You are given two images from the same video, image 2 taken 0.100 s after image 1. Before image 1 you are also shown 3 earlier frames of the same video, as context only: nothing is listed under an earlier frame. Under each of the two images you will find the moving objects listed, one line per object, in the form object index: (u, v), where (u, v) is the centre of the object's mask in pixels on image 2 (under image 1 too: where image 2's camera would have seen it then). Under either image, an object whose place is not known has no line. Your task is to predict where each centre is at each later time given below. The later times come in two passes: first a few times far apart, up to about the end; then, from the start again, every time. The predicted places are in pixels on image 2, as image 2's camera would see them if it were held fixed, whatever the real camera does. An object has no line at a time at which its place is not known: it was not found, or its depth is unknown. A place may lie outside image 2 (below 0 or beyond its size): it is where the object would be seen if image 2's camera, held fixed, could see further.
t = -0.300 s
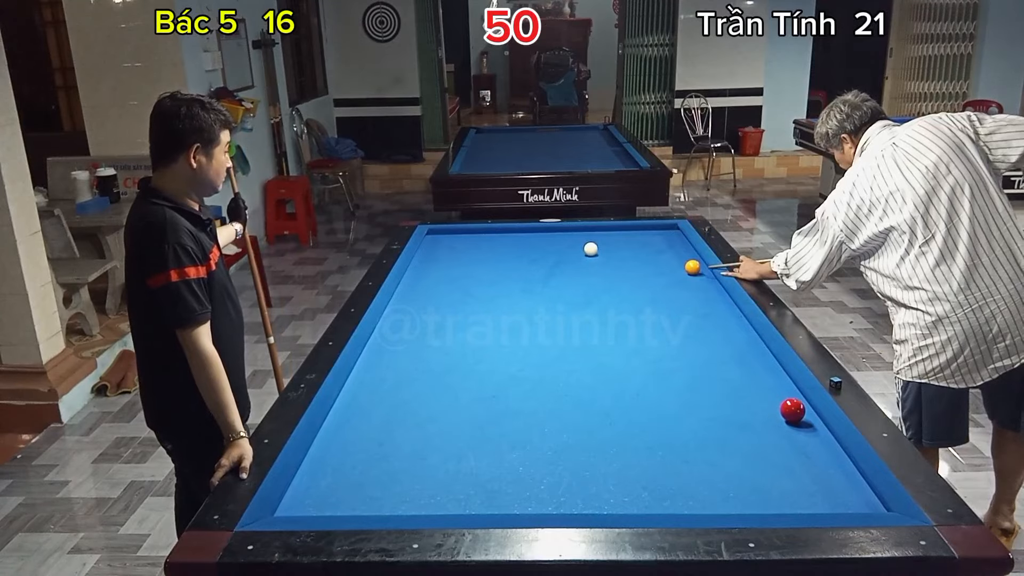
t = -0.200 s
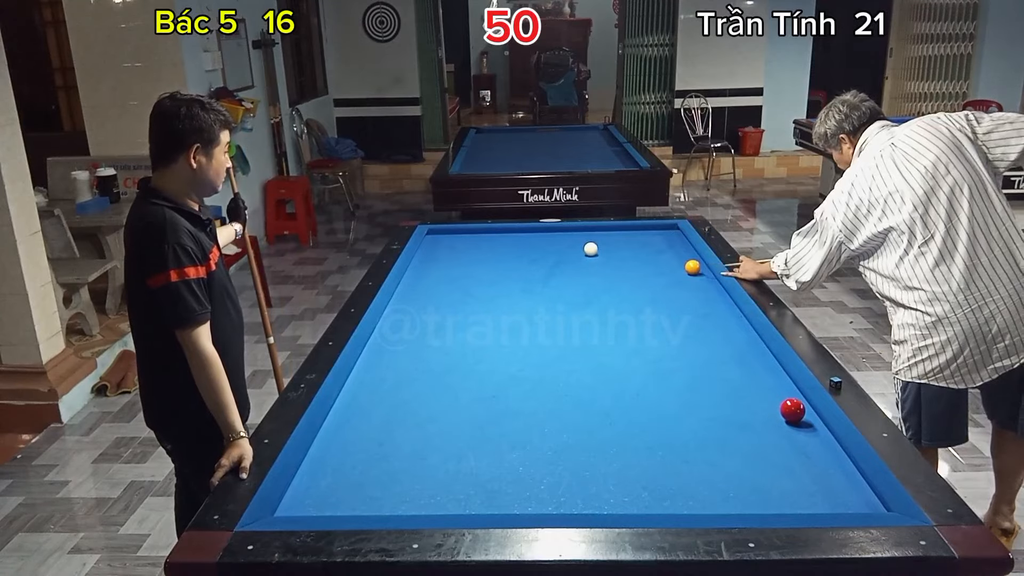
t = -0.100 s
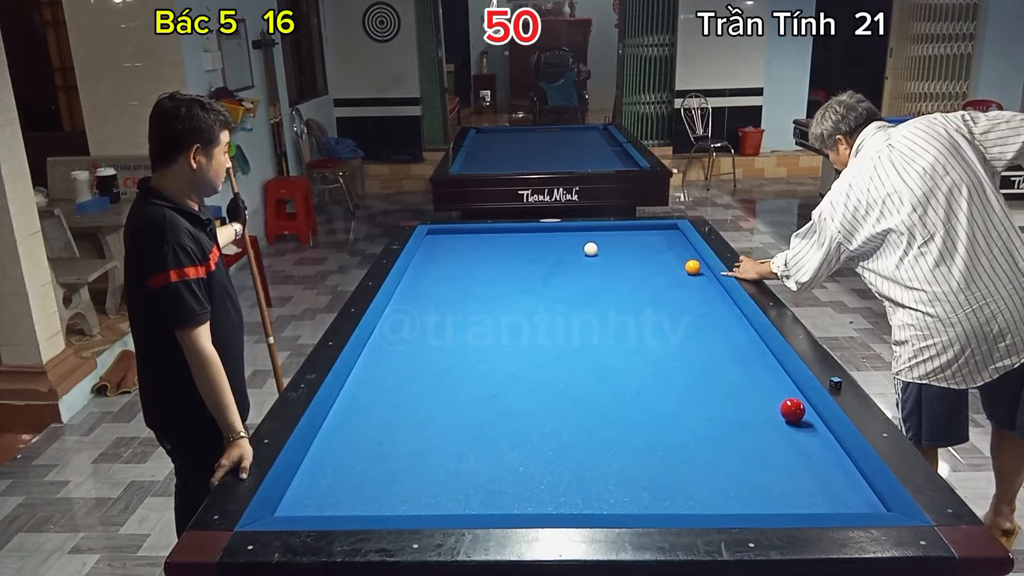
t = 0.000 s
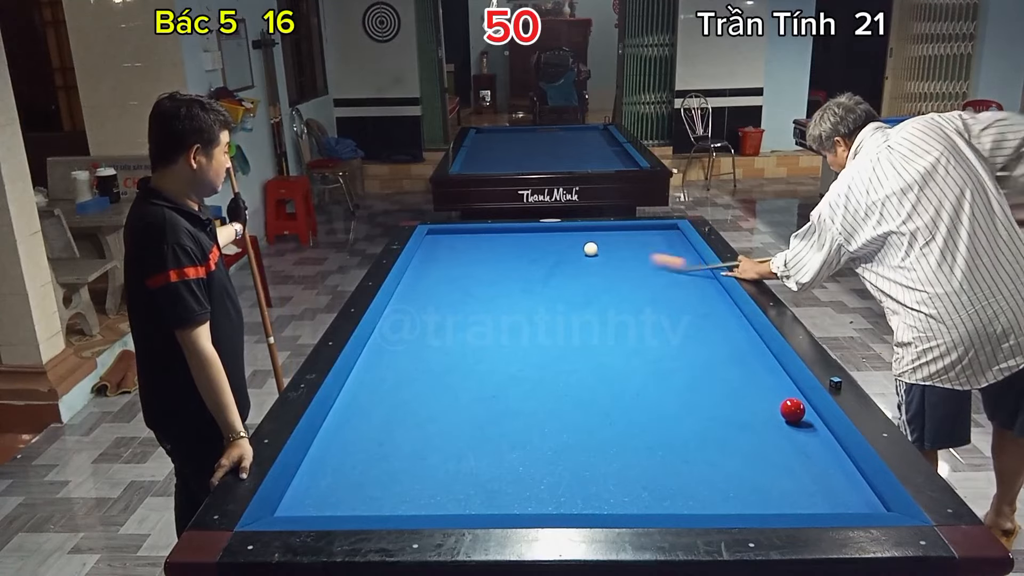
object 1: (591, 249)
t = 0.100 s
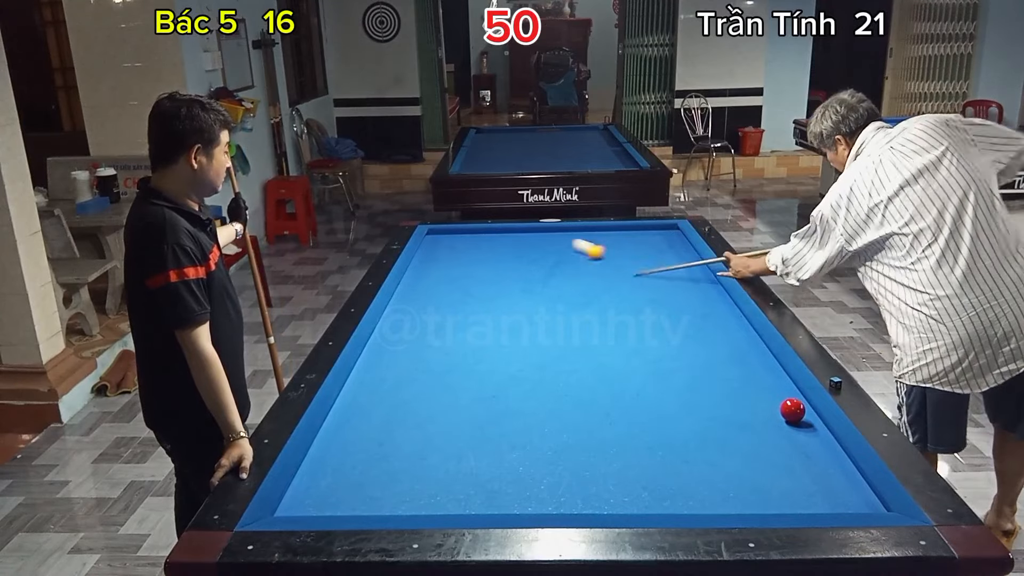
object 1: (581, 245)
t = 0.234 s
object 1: (531, 229)
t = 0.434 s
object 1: (494, 248)
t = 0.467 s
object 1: (488, 252)
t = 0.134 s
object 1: (569, 241)
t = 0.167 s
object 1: (555, 237)
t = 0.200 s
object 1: (542, 232)
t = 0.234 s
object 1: (531, 229)
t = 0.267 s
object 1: (524, 231)
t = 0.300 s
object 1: (518, 235)
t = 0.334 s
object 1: (512, 238)
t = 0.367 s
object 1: (506, 242)
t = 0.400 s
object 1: (500, 245)
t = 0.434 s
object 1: (494, 248)
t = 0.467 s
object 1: (488, 252)
